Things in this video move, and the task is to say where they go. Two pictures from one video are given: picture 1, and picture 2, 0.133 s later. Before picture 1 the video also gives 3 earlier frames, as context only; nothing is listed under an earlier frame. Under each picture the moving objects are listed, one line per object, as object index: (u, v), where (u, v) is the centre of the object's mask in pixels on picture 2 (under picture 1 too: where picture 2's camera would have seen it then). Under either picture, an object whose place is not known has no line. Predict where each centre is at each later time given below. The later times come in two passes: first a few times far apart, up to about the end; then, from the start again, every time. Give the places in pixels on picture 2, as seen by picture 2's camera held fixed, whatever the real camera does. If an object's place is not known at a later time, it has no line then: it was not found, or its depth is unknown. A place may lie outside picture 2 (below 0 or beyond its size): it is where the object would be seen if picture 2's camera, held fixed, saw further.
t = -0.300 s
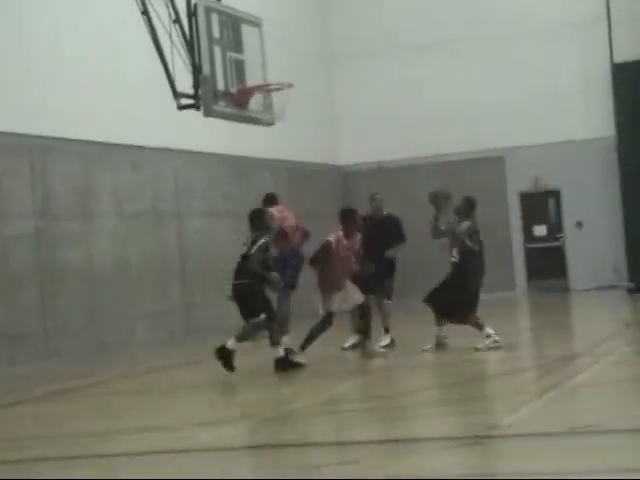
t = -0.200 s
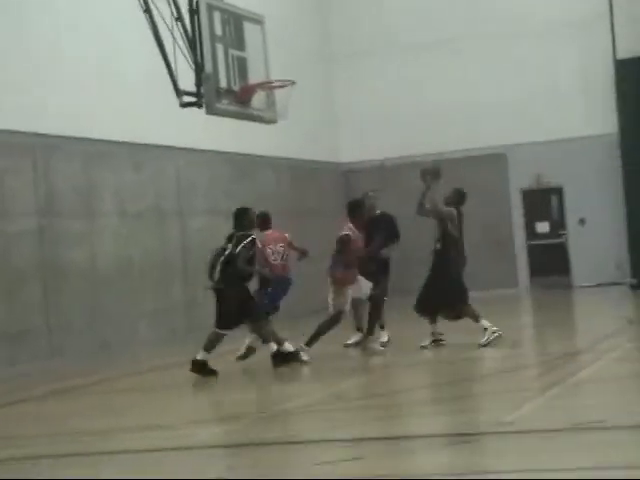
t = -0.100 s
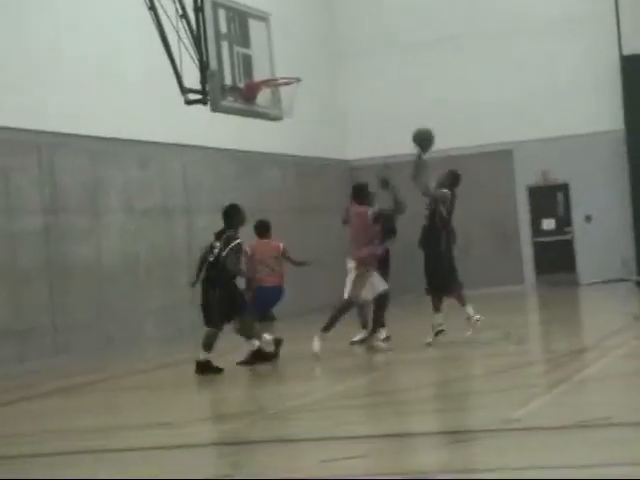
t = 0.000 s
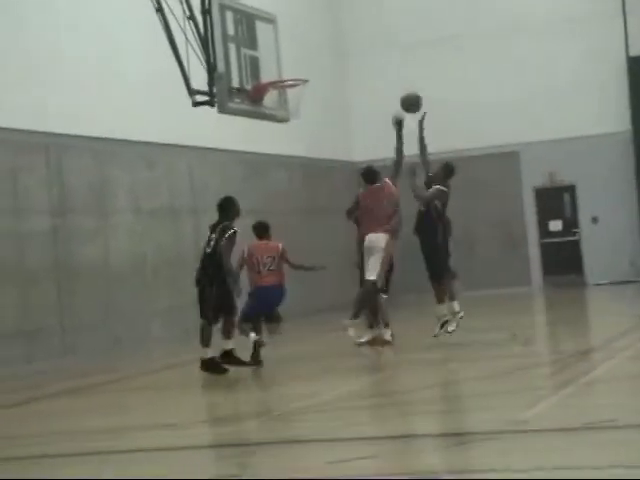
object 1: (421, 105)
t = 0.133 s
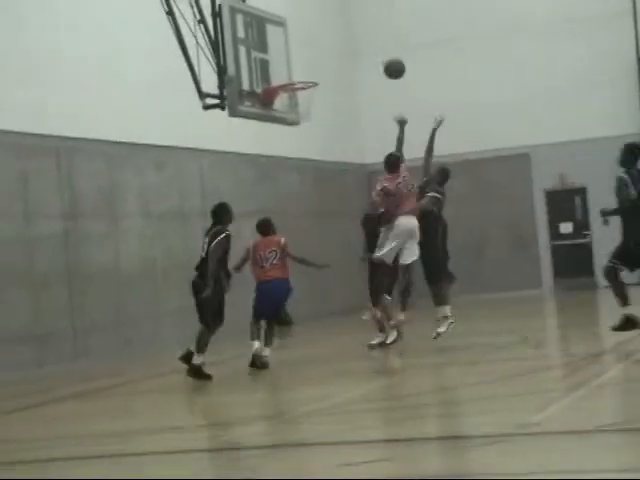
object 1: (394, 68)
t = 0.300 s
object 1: (363, 46)
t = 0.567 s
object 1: (321, 62)
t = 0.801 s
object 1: (290, 85)
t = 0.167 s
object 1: (387, 62)
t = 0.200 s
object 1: (382, 56)
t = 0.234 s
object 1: (375, 51)
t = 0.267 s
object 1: (369, 48)
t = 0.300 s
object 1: (363, 46)
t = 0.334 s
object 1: (358, 45)
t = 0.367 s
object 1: (352, 45)
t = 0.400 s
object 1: (346, 45)
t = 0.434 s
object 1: (341, 46)
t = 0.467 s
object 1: (336, 49)
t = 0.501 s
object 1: (331, 52)
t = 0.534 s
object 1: (326, 57)
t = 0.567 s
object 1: (321, 62)
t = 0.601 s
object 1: (316, 68)
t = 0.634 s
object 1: (312, 74)
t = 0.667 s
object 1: (307, 74)
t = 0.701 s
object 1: (301, 75)
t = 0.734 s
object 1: (297, 77)
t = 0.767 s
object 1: (292, 82)
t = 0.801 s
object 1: (290, 85)
